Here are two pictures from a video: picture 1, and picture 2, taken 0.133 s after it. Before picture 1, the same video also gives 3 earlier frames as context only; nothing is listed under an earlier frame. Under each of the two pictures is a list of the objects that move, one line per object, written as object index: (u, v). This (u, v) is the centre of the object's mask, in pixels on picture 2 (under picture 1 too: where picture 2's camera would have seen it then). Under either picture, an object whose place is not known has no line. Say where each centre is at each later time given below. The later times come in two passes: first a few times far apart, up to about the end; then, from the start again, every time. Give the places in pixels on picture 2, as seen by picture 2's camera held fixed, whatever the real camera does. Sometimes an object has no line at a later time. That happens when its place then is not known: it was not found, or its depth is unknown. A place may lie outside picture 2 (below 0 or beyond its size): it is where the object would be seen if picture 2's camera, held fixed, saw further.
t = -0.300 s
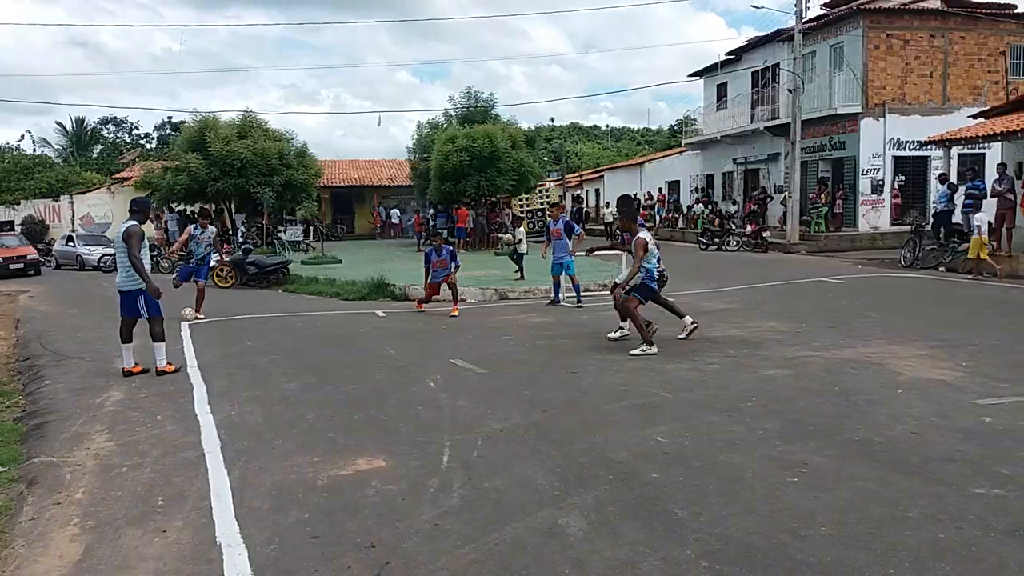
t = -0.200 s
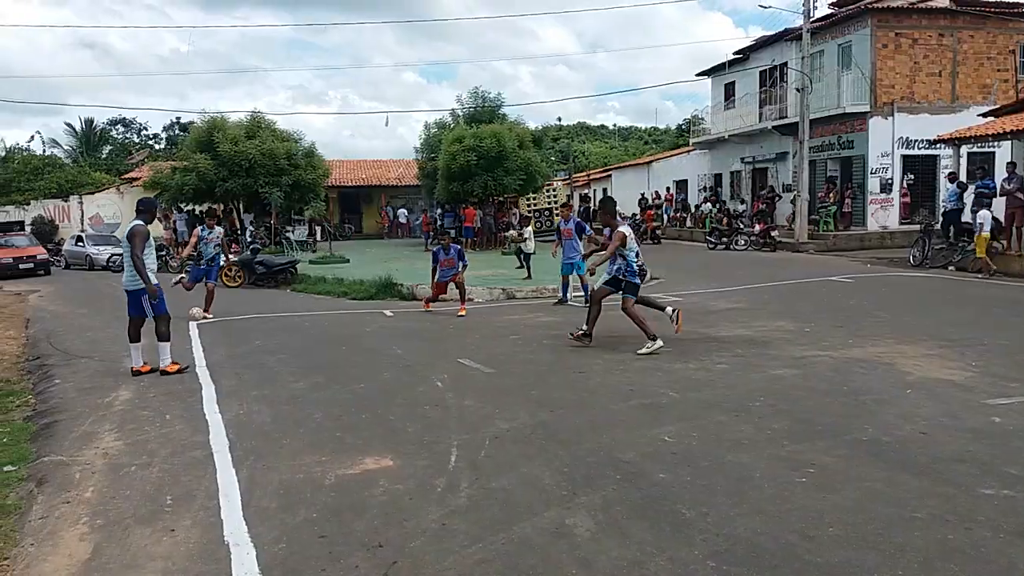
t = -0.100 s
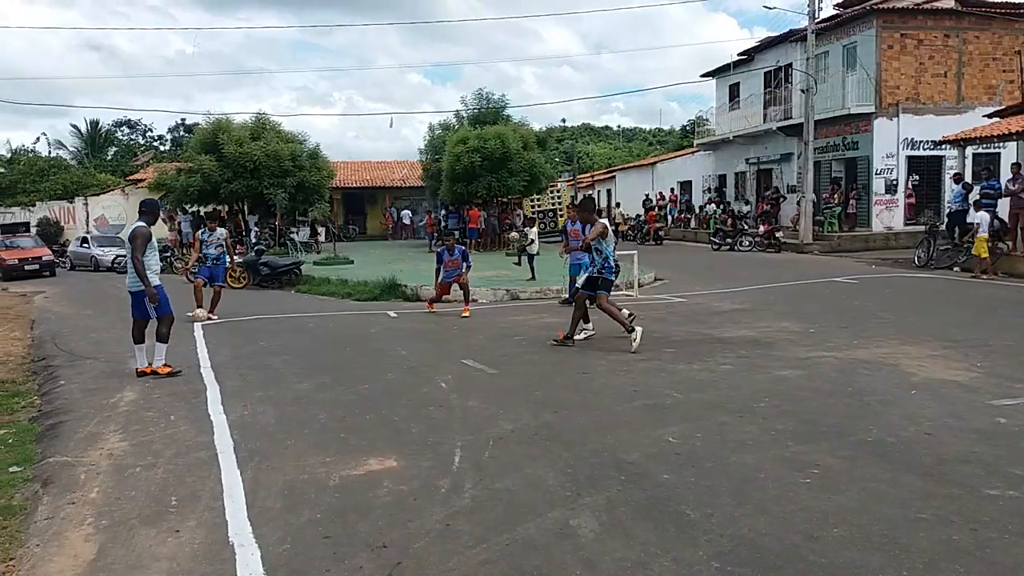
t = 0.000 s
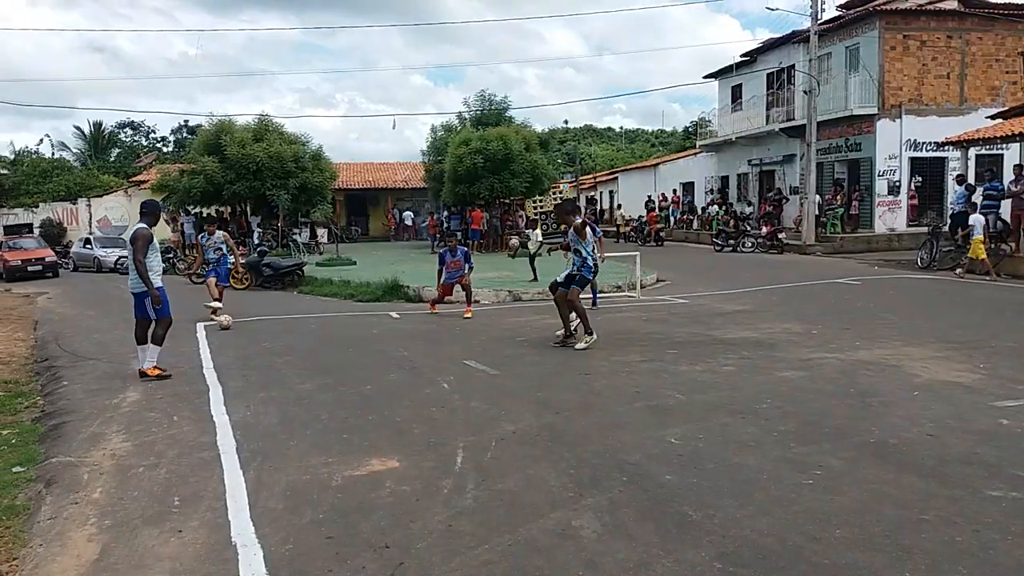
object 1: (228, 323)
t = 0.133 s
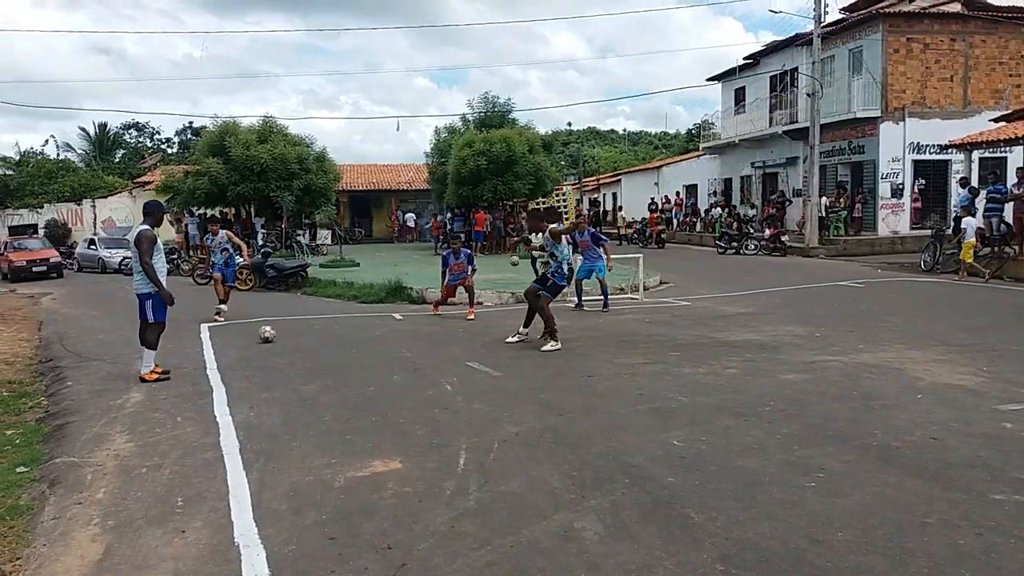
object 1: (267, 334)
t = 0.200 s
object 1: (289, 340)
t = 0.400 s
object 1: (372, 363)
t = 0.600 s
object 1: (493, 398)
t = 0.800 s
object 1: (684, 457)
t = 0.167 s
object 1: (277, 337)
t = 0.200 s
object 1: (289, 340)
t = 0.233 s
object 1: (301, 344)
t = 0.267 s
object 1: (314, 347)
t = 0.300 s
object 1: (328, 350)
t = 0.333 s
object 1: (341, 354)
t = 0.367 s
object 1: (356, 358)
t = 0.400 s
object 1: (372, 363)
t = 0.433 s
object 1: (389, 366)
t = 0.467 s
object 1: (407, 372)
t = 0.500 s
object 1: (426, 378)
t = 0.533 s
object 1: (447, 384)
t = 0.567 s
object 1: (468, 390)
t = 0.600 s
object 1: (493, 398)
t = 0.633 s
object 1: (518, 404)
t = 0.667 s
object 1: (546, 413)
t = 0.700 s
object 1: (575, 422)
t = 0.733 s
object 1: (609, 433)
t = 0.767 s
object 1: (644, 443)
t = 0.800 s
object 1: (684, 457)
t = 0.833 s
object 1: (726, 469)
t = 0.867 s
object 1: (772, 483)
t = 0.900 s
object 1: (823, 499)
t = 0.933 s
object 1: (880, 516)
